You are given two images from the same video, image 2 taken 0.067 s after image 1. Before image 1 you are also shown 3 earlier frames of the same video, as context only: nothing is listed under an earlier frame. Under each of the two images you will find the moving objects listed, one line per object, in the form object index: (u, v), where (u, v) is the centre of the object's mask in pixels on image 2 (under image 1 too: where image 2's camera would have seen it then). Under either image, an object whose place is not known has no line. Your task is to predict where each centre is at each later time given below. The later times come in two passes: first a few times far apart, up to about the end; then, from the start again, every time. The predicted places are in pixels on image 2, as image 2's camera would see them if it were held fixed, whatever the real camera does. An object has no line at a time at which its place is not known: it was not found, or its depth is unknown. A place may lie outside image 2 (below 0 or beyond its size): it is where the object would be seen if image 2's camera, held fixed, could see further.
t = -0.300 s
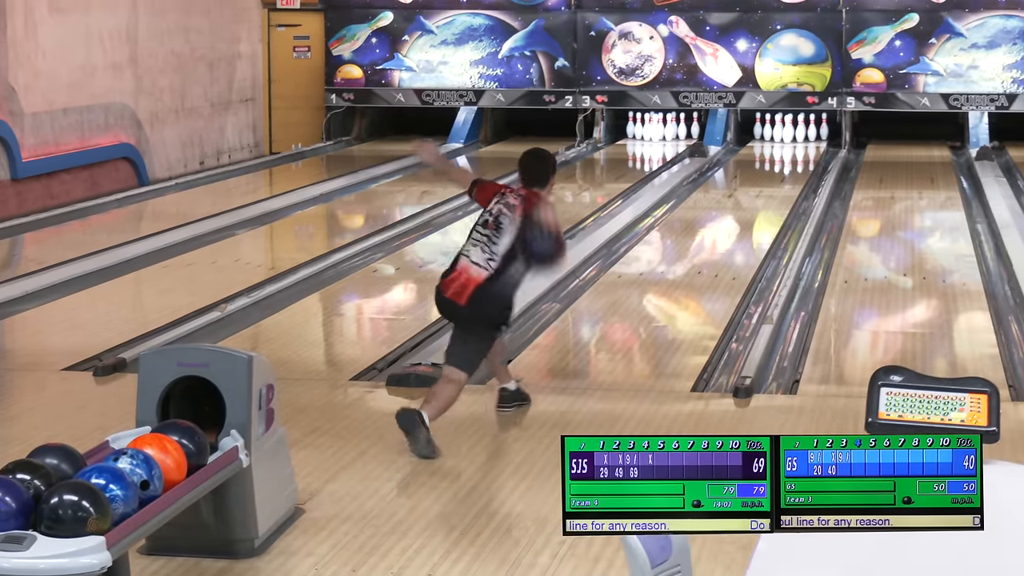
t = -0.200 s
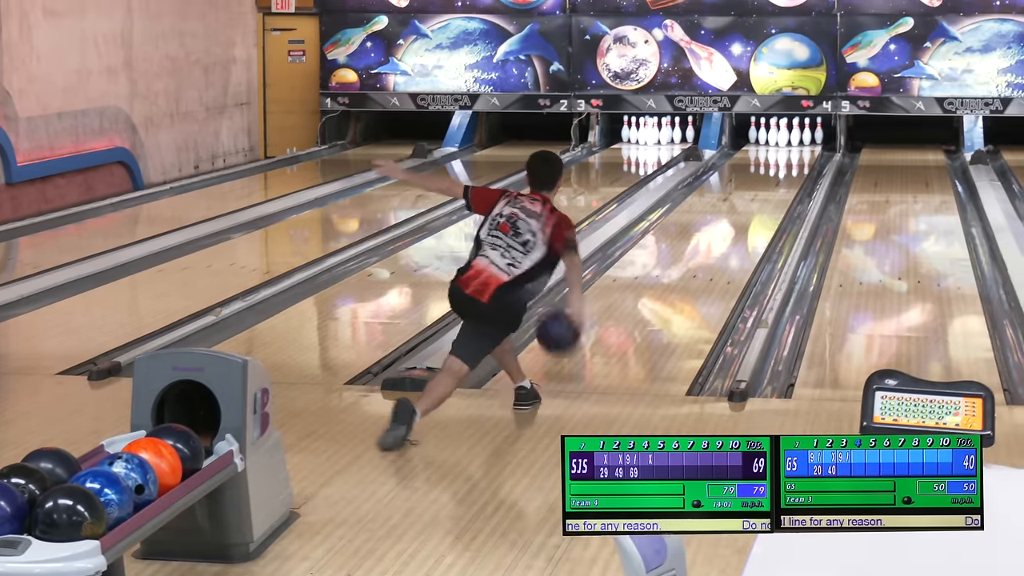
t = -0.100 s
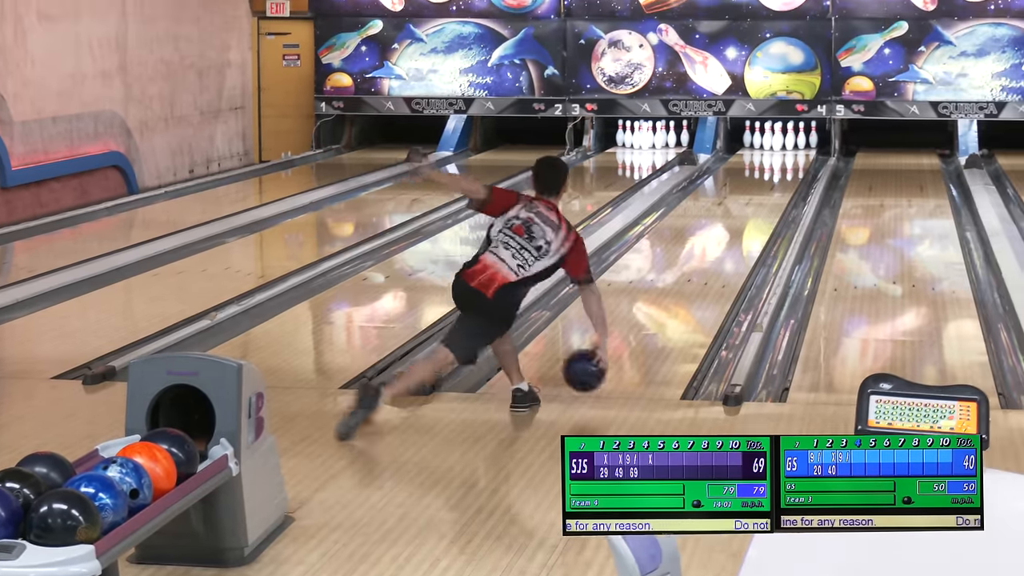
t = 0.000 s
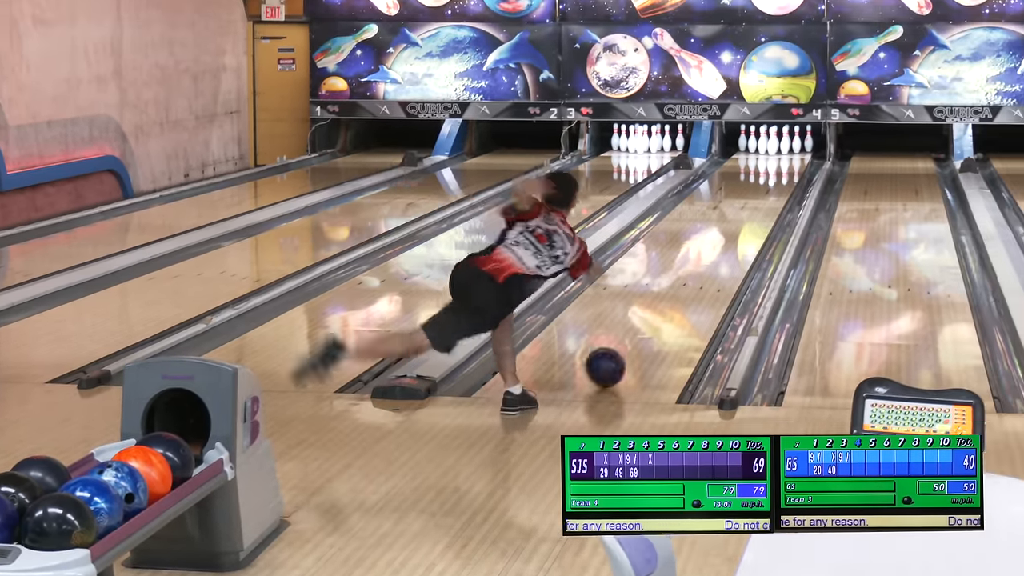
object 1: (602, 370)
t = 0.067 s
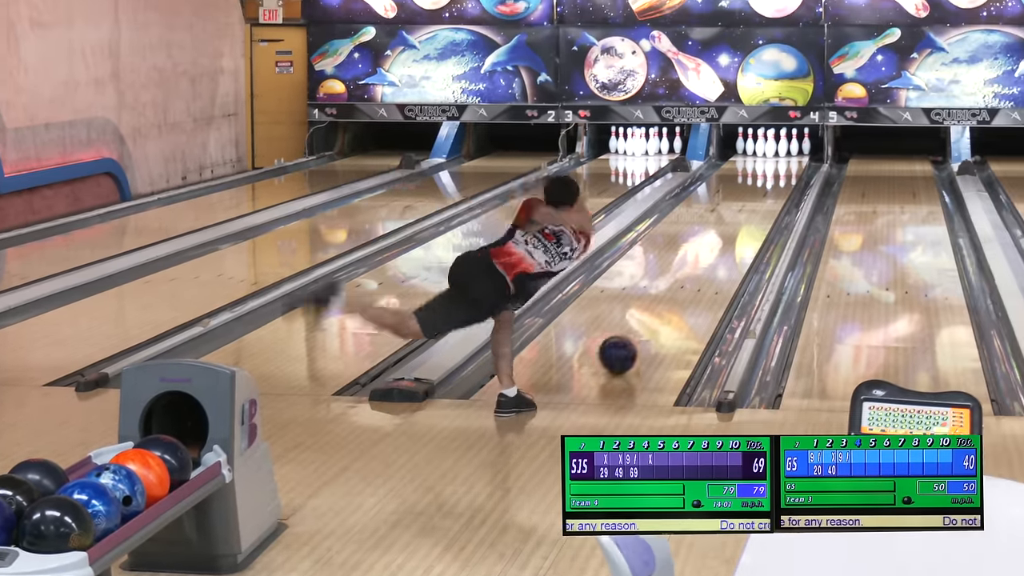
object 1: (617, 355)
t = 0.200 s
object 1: (643, 327)
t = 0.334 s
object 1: (664, 303)
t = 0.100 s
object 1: (624, 347)
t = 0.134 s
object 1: (631, 340)
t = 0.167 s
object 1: (637, 333)
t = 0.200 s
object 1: (643, 327)
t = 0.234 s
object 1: (648, 321)
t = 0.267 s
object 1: (654, 315)
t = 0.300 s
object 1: (659, 309)
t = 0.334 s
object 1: (664, 303)
